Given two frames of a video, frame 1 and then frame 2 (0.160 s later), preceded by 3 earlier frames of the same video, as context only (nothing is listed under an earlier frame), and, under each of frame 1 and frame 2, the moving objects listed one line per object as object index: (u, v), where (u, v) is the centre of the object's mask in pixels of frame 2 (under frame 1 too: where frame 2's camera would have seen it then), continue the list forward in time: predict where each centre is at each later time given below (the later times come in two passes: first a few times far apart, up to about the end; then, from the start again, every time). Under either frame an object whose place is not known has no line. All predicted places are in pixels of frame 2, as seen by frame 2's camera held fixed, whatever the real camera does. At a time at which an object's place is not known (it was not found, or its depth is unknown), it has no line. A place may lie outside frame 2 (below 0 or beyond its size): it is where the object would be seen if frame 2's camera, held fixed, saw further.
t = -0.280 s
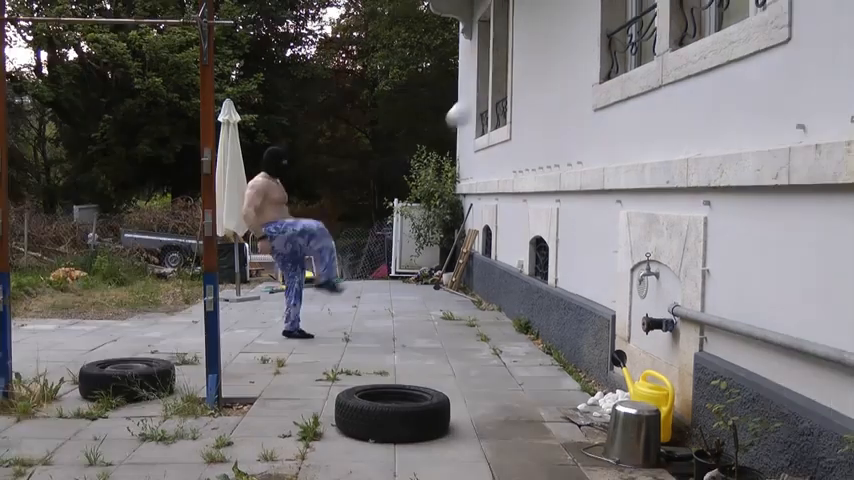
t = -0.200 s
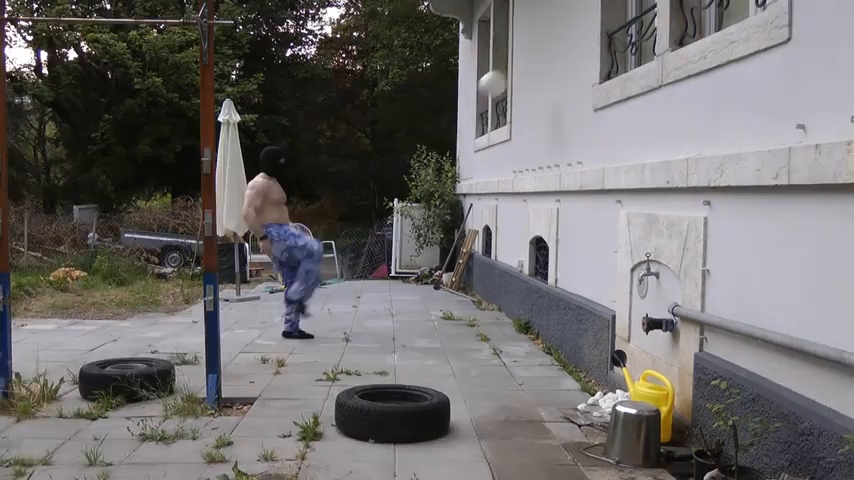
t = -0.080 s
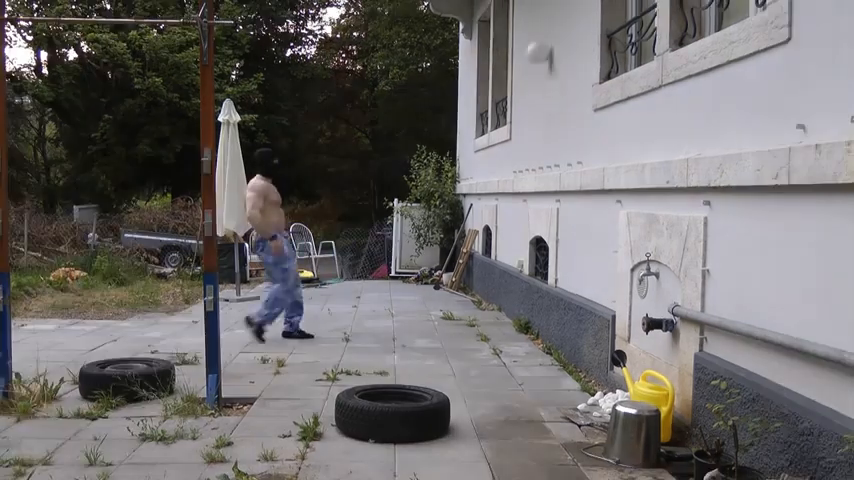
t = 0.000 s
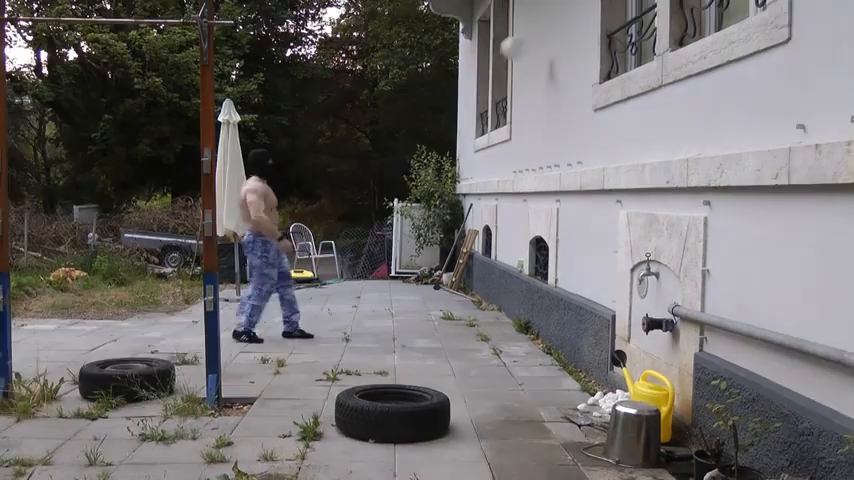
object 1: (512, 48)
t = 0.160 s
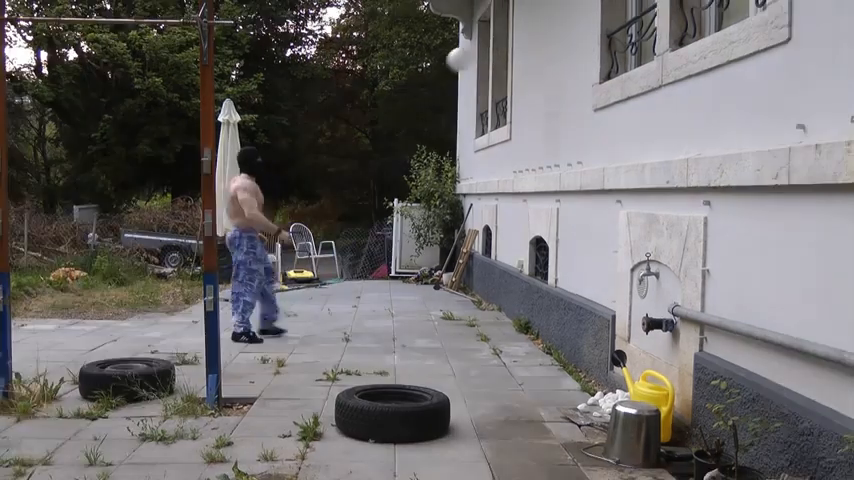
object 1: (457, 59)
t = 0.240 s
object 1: (434, 75)
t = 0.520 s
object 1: (348, 181)
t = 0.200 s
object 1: (446, 66)
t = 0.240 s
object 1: (434, 75)
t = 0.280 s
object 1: (421, 85)
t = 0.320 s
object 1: (409, 97)
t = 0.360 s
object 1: (396, 110)
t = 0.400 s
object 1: (384, 125)
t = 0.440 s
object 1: (372, 142)
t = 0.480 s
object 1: (360, 161)
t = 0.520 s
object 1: (348, 181)
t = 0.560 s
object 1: (337, 203)
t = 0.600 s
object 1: (326, 225)
